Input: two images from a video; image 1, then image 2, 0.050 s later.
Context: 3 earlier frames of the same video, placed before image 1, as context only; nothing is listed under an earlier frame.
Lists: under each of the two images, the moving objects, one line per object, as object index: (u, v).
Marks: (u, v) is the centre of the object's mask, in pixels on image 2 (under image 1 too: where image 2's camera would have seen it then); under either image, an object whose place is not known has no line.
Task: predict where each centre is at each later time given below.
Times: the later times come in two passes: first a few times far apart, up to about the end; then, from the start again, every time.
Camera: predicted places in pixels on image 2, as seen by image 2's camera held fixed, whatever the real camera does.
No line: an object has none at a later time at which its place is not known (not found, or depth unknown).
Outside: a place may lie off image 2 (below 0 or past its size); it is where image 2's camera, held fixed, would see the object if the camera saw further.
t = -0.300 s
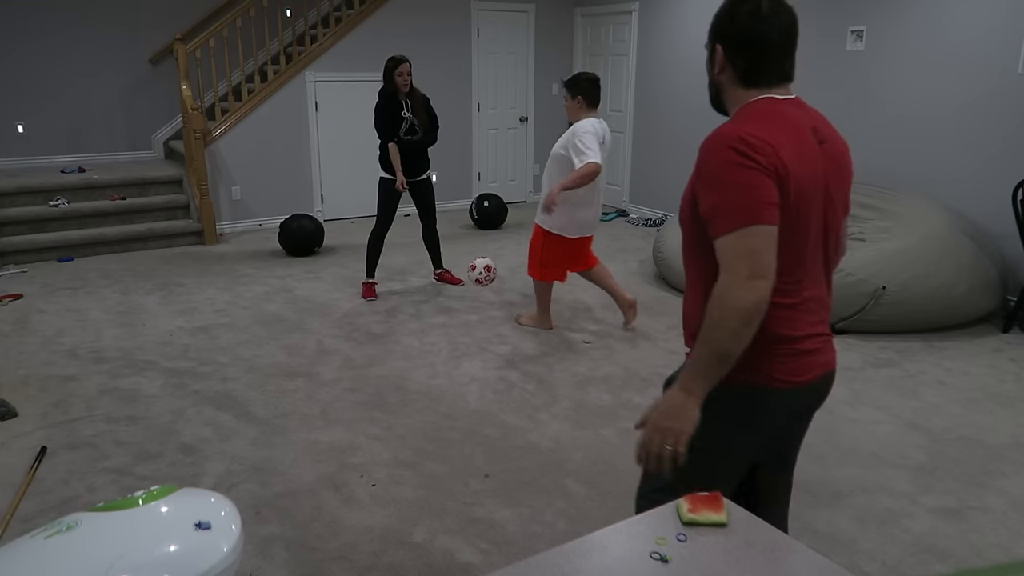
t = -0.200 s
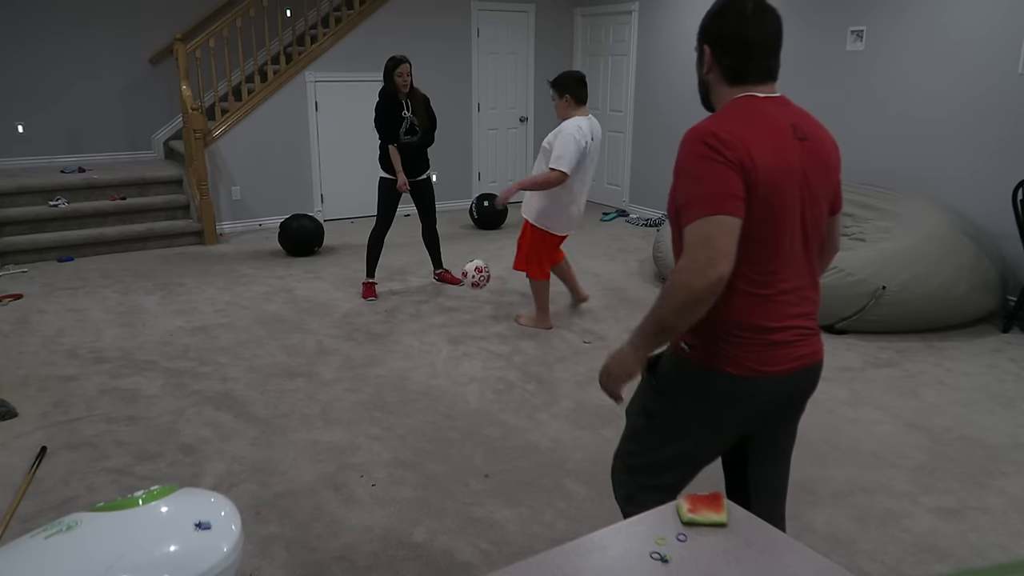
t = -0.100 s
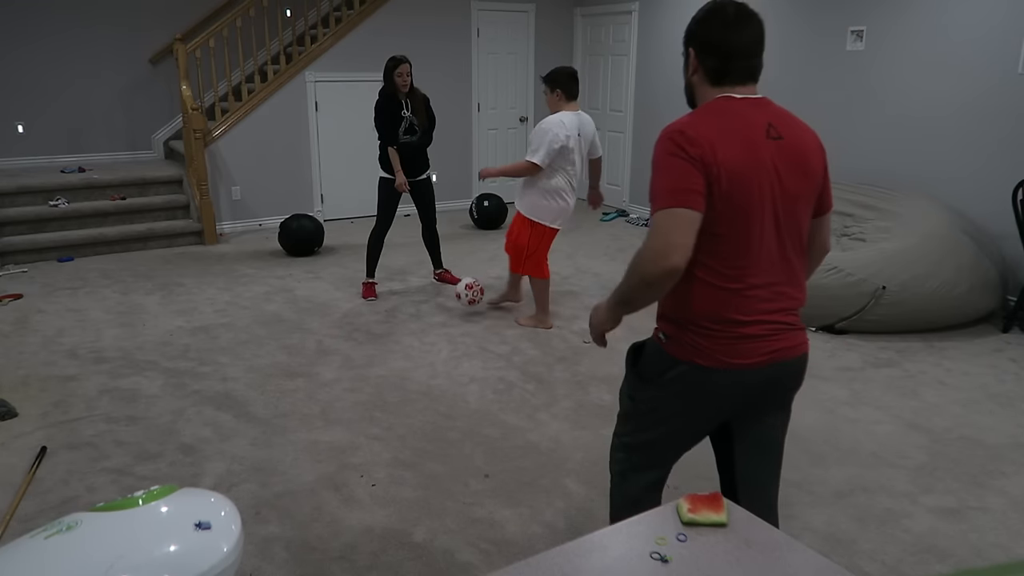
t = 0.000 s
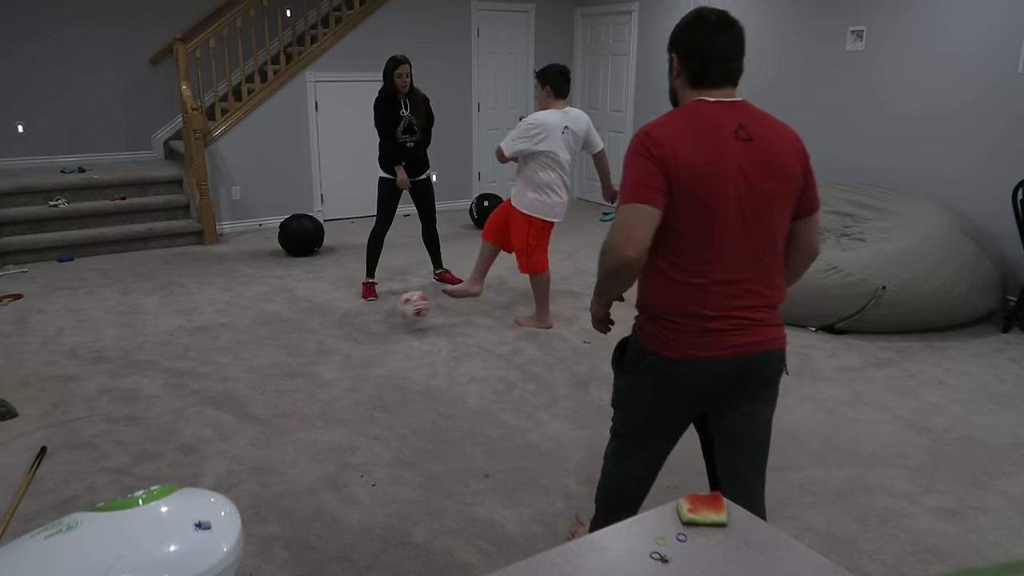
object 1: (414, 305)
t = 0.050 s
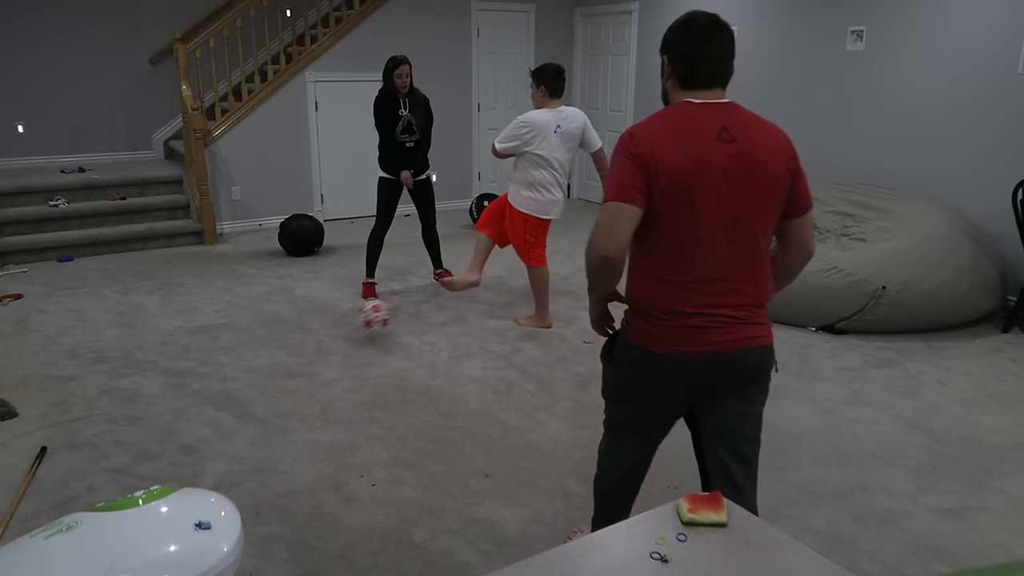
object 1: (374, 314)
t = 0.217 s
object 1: (223, 378)
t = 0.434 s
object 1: (24, 439)
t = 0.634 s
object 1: (95, 398)
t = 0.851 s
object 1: (221, 418)
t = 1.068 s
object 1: (246, 403)
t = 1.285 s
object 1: (282, 407)
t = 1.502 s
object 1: (315, 413)
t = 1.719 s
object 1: (344, 412)
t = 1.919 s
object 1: (372, 412)
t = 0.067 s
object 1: (360, 319)
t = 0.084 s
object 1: (345, 325)
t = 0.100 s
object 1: (330, 330)
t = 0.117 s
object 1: (316, 335)
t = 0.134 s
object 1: (301, 342)
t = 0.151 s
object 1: (286, 349)
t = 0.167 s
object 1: (270, 358)
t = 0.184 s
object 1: (252, 367)
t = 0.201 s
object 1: (237, 374)
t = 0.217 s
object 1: (223, 378)
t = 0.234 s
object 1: (209, 378)
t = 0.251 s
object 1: (195, 381)
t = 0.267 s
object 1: (180, 383)
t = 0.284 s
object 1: (165, 386)
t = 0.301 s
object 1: (152, 389)
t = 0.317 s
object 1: (137, 393)
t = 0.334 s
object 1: (122, 398)
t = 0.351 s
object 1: (106, 403)
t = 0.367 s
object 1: (90, 409)
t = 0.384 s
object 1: (74, 416)
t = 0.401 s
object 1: (59, 425)
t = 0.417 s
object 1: (41, 433)
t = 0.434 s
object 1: (24, 439)
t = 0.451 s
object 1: (14, 442)
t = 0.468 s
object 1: (8, 442)
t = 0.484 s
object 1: (12, 434)
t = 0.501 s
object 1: (17, 429)
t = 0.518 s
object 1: (23, 423)
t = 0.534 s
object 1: (31, 417)
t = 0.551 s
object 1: (42, 412)
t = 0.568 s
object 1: (52, 408)
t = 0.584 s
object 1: (63, 405)
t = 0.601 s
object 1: (73, 402)
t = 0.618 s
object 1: (84, 400)
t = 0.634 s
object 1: (95, 398)
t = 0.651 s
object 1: (105, 397)
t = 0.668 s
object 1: (116, 396)
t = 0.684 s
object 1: (127, 396)
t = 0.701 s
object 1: (139, 397)
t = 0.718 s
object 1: (149, 399)
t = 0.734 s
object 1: (159, 401)
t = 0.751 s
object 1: (169, 403)
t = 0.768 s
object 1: (179, 407)
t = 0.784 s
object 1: (191, 411)
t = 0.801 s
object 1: (201, 414)
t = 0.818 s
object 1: (211, 420)
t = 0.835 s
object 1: (219, 423)
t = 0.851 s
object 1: (221, 418)
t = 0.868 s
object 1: (223, 414)
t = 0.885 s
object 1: (224, 410)
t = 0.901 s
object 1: (226, 407)
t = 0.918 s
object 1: (228, 403)
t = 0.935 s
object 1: (230, 401)
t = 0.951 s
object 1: (231, 400)
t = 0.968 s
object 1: (233, 399)
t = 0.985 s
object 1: (235, 398)
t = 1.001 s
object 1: (237, 397)
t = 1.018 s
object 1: (239, 398)
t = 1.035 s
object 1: (241, 399)
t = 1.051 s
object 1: (244, 401)
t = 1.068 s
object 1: (246, 403)
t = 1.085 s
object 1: (249, 406)
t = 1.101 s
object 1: (252, 410)
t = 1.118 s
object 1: (254, 415)
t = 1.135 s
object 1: (257, 420)
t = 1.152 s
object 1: (260, 419)
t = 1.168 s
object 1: (263, 415)
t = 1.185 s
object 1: (266, 413)
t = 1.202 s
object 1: (268, 410)
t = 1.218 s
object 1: (271, 407)
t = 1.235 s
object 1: (273, 406)
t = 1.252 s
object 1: (277, 405)
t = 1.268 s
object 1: (279, 406)
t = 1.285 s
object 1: (282, 407)
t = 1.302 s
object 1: (285, 408)
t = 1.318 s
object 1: (288, 411)
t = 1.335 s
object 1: (290, 414)
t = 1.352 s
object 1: (293, 417)
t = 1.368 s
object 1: (296, 417)
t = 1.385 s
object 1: (298, 414)
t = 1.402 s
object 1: (300, 413)
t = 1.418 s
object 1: (303, 412)
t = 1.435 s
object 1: (305, 411)
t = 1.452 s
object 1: (308, 411)
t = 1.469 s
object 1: (310, 411)
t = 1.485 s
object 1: (312, 412)
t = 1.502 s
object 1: (315, 413)
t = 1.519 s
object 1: (317, 414)
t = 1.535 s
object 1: (320, 413)
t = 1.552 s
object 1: (322, 412)
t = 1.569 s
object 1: (324, 412)
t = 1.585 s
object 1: (326, 412)
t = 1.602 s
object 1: (329, 412)
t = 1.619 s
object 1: (331, 412)
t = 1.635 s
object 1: (333, 413)
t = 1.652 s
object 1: (335, 413)
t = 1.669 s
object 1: (338, 413)
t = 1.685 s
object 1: (340, 413)
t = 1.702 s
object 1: (341, 412)
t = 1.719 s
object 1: (344, 412)
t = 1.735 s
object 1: (346, 412)
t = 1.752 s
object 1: (348, 412)
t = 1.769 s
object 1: (351, 413)
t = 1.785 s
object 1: (353, 412)
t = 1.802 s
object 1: (355, 412)
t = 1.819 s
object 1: (358, 412)
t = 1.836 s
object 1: (360, 412)
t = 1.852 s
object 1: (363, 412)
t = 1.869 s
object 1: (365, 412)
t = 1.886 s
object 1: (367, 412)
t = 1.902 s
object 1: (370, 412)
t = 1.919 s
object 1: (372, 412)
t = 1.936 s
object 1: (374, 412)
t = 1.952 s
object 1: (376, 412)
